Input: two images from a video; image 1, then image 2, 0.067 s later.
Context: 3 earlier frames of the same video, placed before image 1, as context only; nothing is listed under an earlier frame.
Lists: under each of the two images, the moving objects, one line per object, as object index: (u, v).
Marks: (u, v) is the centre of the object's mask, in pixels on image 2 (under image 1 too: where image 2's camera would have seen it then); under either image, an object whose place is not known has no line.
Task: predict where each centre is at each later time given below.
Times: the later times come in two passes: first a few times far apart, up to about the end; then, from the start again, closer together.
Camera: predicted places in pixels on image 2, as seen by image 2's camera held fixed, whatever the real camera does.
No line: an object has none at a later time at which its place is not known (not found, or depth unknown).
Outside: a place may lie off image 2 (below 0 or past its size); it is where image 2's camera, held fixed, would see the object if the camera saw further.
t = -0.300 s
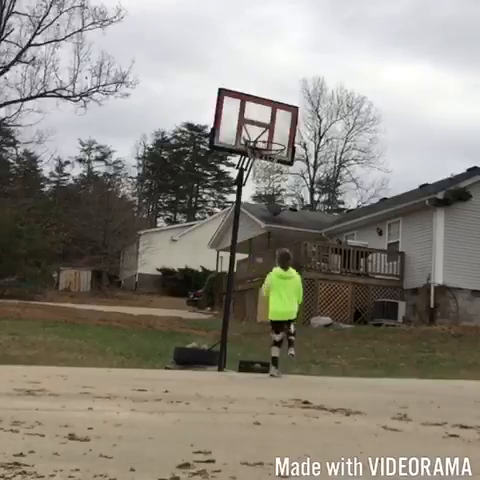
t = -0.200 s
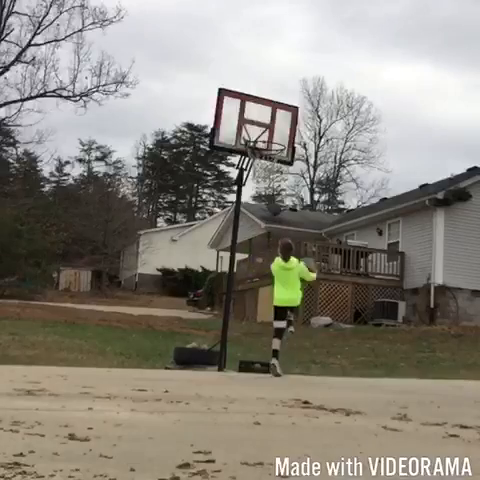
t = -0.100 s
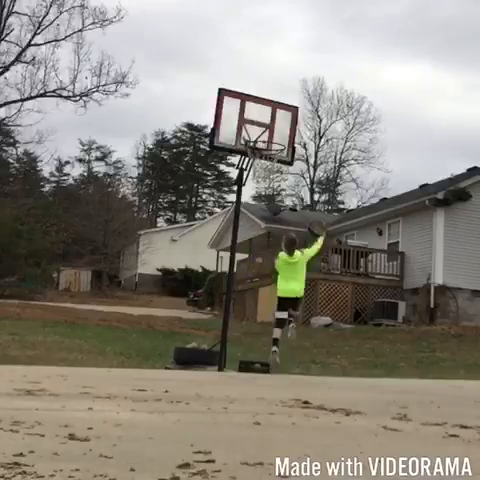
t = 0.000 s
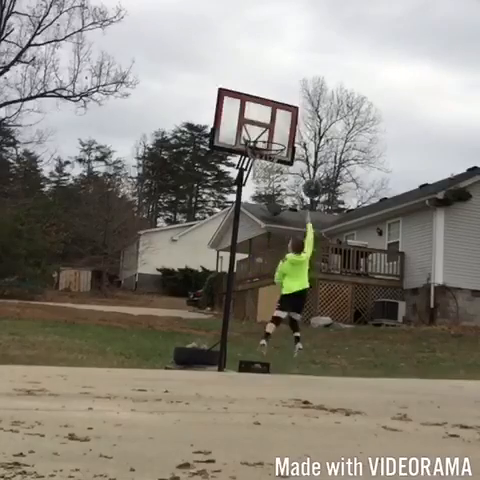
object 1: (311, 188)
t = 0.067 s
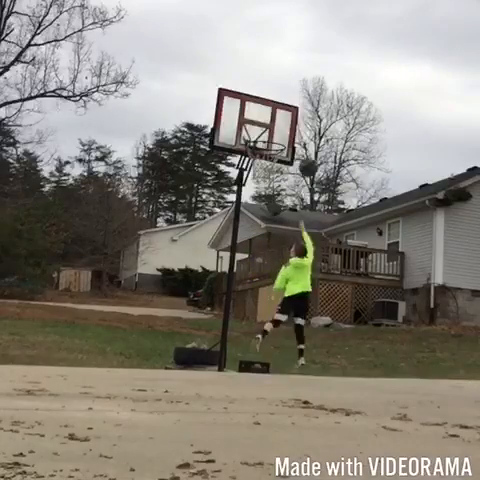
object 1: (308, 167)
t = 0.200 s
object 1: (301, 135)
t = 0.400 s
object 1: (288, 113)
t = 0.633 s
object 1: (271, 124)
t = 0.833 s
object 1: (264, 138)
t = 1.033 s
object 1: (269, 135)
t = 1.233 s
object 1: (272, 159)
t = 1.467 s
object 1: (275, 156)
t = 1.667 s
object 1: (265, 166)
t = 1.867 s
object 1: (253, 195)
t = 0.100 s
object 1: (306, 158)
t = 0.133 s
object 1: (304, 149)
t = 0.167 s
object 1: (302, 141)
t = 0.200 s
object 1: (301, 135)
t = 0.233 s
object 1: (300, 129)
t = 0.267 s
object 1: (296, 124)
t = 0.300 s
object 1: (294, 120)
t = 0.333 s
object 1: (292, 118)
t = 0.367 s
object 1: (290, 115)
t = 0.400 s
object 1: (288, 113)
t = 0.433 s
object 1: (287, 112)
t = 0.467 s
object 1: (284, 113)
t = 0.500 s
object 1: (280, 114)
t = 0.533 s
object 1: (278, 115)
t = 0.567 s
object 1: (275, 117)
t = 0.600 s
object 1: (273, 120)
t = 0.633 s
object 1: (271, 124)
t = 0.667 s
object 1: (268, 129)
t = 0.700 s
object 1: (265, 134)
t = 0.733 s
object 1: (262, 141)
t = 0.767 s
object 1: (262, 141)
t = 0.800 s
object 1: (263, 139)
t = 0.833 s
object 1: (264, 138)
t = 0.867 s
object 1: (265, 137)
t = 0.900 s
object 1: (266, 135)
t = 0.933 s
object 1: (267, 134)
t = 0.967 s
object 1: (267, 134)
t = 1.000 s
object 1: (268, 134)
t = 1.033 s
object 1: (269, 135)
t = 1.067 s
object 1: (269, 138)
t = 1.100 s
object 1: (270, 141)
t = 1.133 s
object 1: (270, 145)
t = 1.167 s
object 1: (271, 151)
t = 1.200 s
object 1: (271, 157)
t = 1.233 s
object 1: (272, 159)
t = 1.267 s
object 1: (273, 159)
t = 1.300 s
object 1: (275, 157)
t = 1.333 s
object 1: (275, 156)
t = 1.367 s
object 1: (277, 156)
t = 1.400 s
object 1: (276, 157)
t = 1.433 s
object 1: (276, 157)
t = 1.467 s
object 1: (275, 156)
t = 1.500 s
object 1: (274, 157)
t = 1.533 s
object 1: (273, 158)
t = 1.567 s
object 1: (271, 159)
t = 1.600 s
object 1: (269, 161)
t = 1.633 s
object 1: (267, 163)
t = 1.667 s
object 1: (265, 166)
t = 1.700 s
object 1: (263, 169)
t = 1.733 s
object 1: (261, 172)
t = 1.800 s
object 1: (257, 183)
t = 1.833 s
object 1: (255, 189)
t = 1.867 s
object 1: (253, 195)
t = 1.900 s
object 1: (251, 203)
